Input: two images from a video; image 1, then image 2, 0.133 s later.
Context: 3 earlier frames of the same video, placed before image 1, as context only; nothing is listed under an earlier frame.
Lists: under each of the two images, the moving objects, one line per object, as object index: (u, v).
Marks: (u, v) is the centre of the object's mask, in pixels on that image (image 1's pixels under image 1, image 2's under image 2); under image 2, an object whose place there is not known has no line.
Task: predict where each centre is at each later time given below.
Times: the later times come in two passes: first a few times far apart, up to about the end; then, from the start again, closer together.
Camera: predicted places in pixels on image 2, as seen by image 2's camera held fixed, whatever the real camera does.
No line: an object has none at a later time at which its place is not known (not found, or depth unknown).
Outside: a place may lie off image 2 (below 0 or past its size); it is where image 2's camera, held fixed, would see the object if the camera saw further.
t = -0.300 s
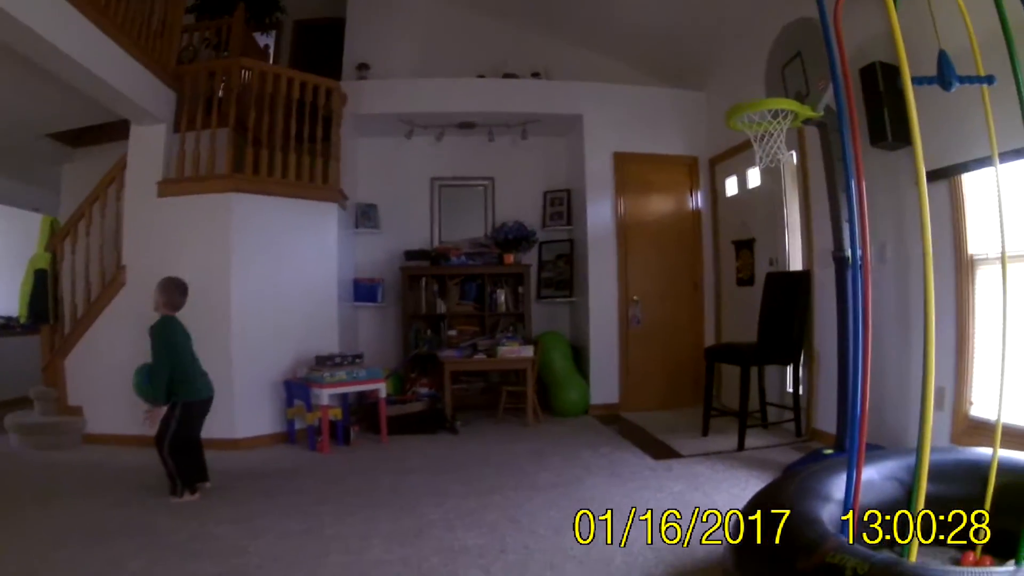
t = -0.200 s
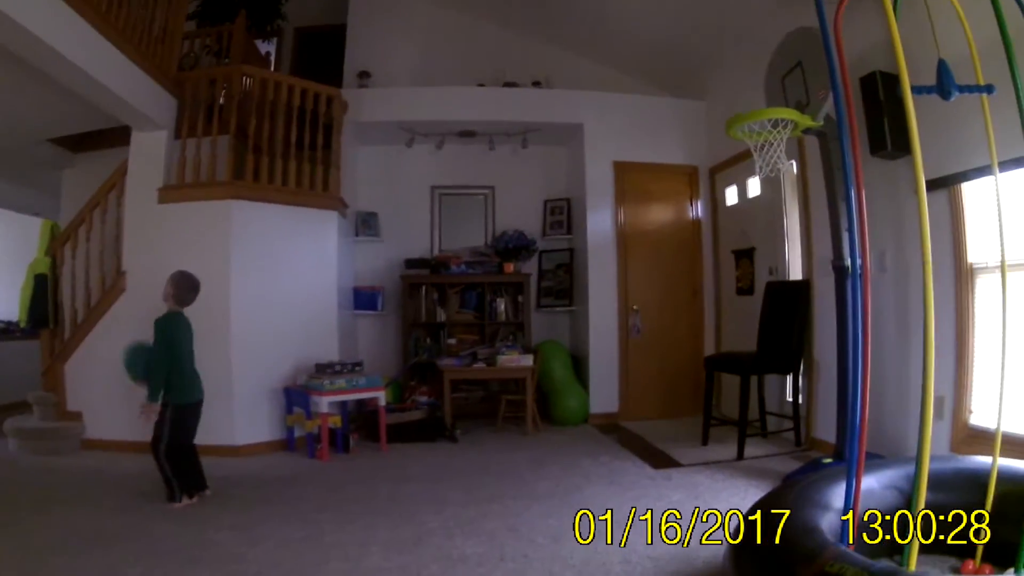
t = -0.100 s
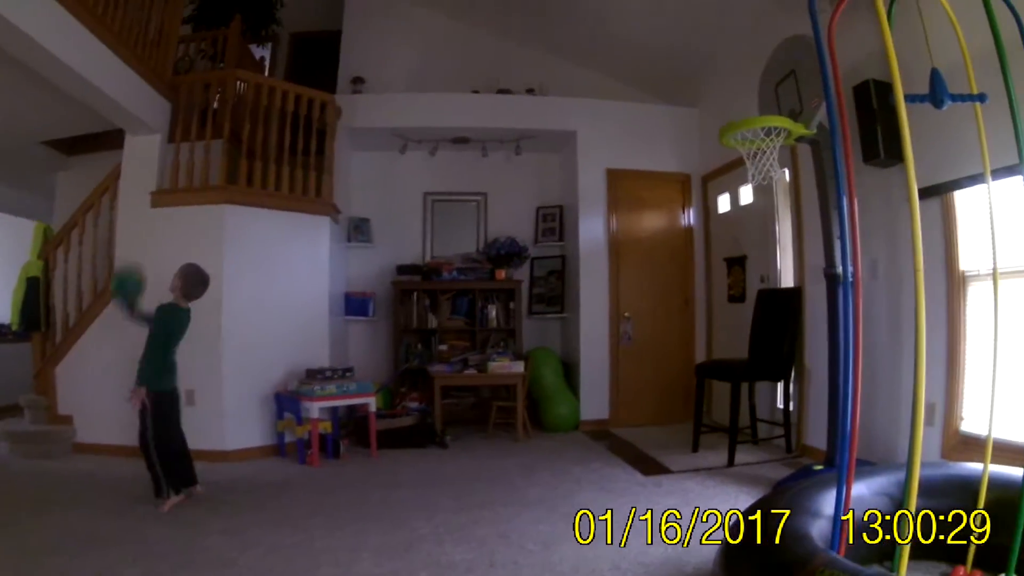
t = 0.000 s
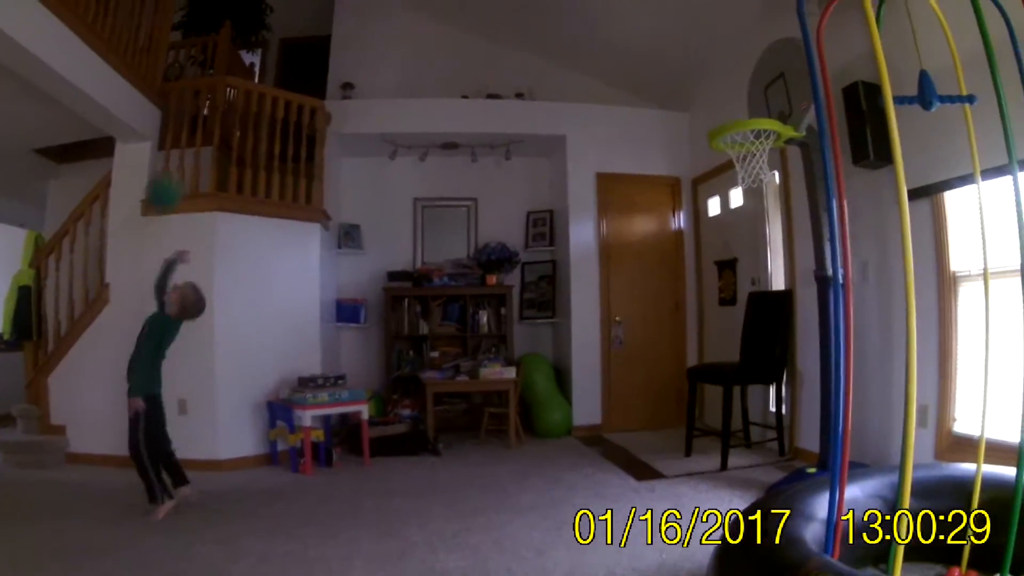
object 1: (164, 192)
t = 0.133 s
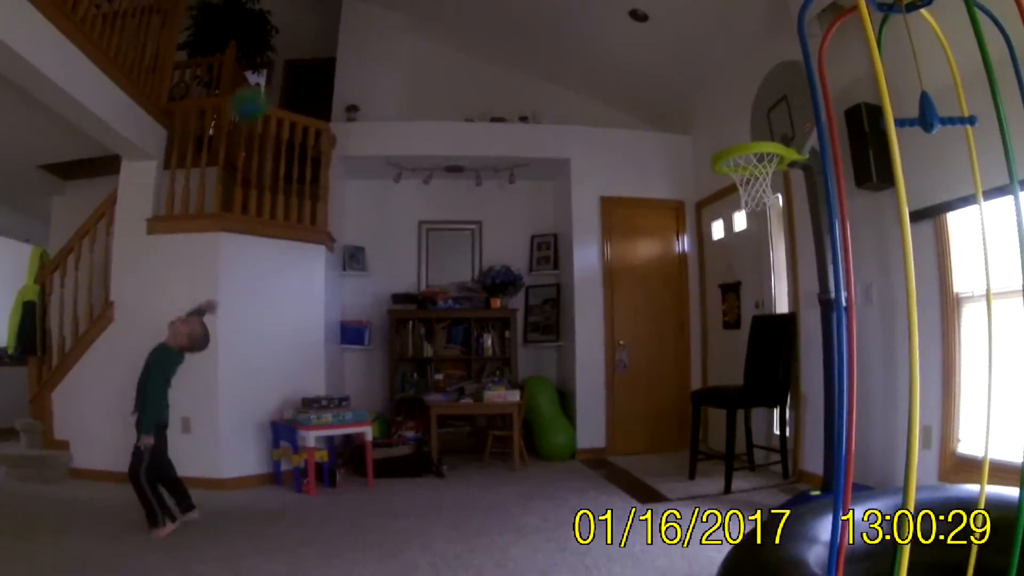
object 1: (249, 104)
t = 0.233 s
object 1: (310, 51)
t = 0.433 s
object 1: (425, 1)
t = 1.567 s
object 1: (662, 163)
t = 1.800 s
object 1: (616, 281)
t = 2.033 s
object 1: (571, 504)
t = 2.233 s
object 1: (537, 396)
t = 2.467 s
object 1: (502, 319)
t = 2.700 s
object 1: (472, 349)
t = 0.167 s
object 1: (271, 84)
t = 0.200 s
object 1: (295, 66)
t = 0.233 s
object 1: (310, 51)
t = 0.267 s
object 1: (329, 37)
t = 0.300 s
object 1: (350, 22)
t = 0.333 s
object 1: (365, 12)
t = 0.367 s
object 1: (383, 9)
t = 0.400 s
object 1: (404, 4)
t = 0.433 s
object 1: (425, 1)
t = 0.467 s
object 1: (447, -2)
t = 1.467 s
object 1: (684, 145)
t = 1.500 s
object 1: (676, 149)
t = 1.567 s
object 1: (662, 163)
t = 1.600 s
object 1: (656, 172)
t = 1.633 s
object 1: (649, 183)
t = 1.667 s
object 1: (641, 197)
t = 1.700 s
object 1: (636, 214)
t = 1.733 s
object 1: (628, 233)
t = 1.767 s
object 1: (621, 254)
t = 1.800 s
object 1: (616, 281)
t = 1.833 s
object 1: (610, 306)
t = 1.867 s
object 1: (604, 335)
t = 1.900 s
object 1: (597, 366)
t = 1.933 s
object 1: (591, 398)
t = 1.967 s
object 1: (585, 436)
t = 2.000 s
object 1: (578, 470)
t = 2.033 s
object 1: (571, 504)
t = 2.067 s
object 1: (567, 506)
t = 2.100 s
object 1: (560, 482)
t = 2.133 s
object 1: (553, 458)
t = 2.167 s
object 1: (547, 437)
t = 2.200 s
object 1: (541, 415)
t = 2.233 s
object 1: (537, 396)
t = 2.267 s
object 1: (532, 378)
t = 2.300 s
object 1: (527, 364)
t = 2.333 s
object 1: (520, 349)
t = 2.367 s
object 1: (516, 338)
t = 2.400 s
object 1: (512, 331)
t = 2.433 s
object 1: (508, 325)
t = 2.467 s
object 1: (502, 319)
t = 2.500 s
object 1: (499, 317)
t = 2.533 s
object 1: (494, 317)
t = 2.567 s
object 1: (490, 319)
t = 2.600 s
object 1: (485, 324)
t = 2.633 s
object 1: (481, 330)
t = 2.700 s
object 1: (472, 349)
